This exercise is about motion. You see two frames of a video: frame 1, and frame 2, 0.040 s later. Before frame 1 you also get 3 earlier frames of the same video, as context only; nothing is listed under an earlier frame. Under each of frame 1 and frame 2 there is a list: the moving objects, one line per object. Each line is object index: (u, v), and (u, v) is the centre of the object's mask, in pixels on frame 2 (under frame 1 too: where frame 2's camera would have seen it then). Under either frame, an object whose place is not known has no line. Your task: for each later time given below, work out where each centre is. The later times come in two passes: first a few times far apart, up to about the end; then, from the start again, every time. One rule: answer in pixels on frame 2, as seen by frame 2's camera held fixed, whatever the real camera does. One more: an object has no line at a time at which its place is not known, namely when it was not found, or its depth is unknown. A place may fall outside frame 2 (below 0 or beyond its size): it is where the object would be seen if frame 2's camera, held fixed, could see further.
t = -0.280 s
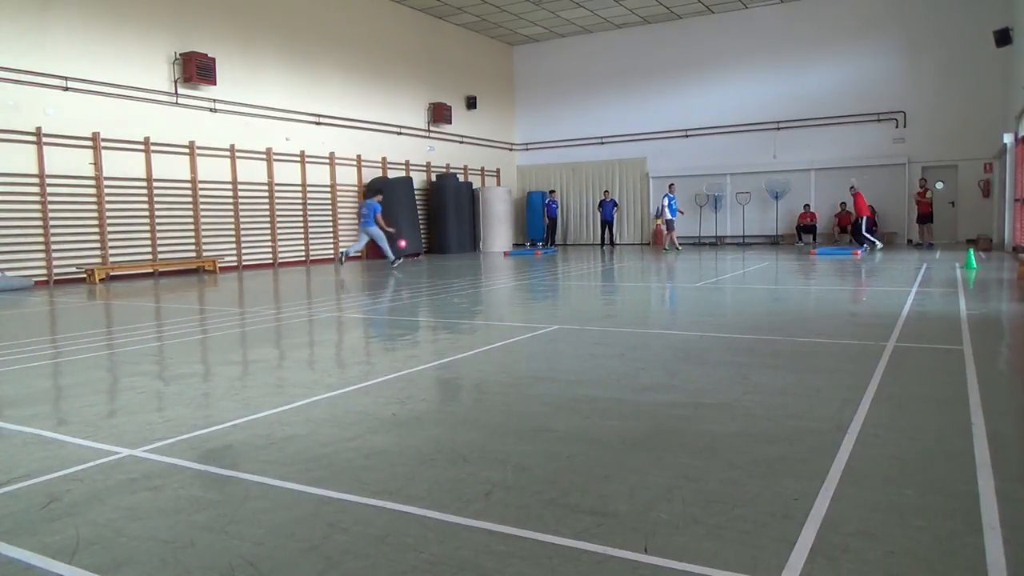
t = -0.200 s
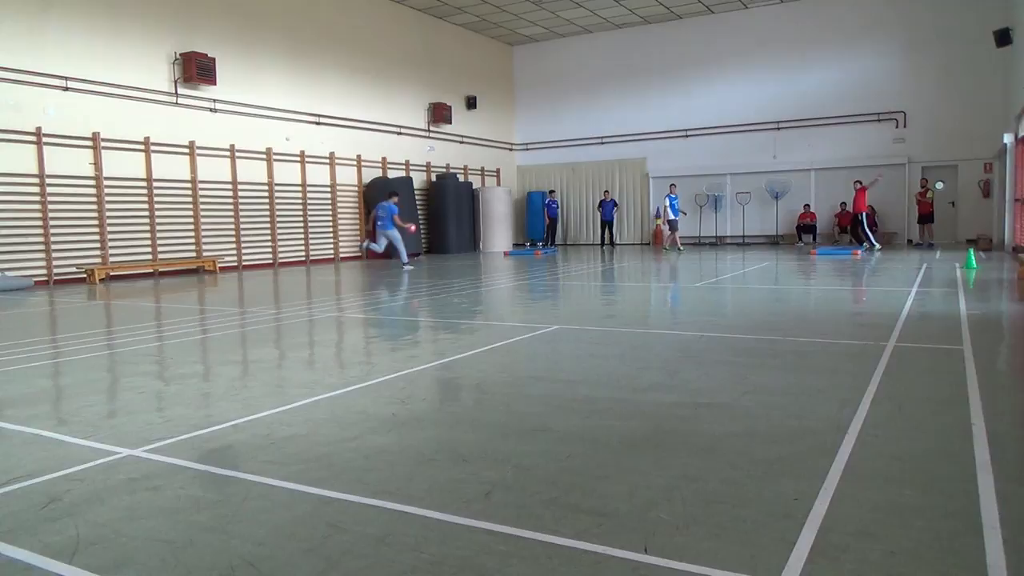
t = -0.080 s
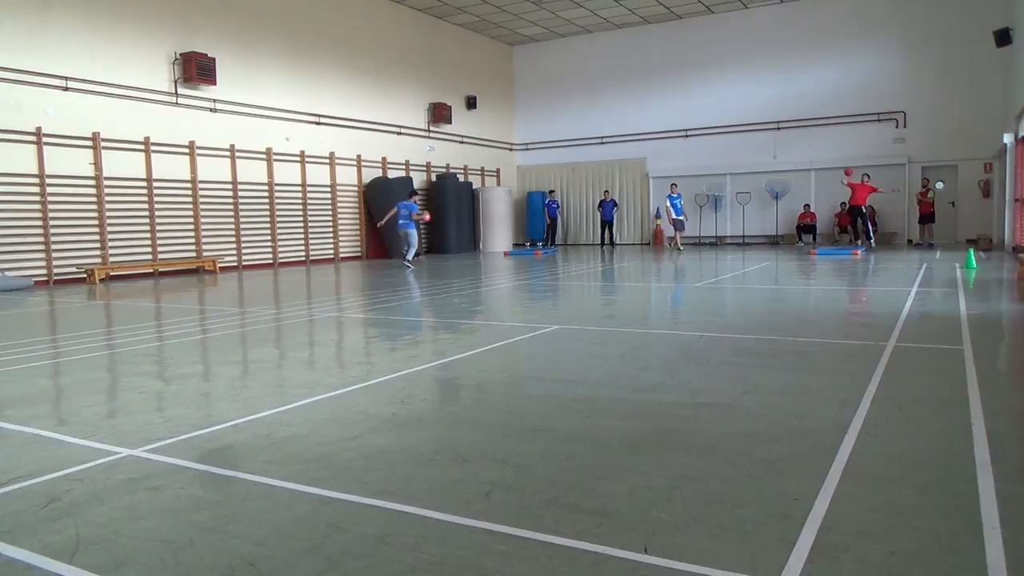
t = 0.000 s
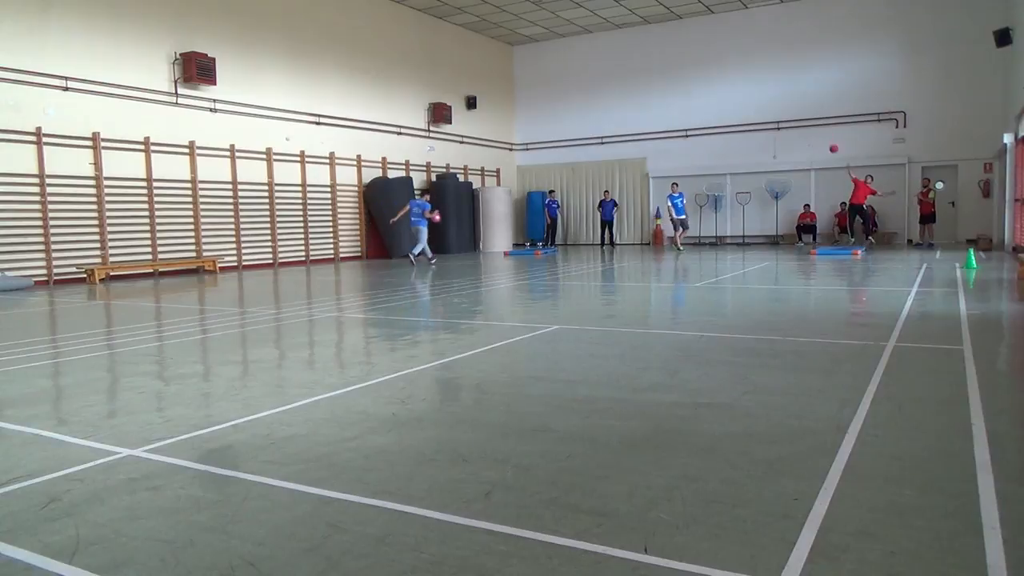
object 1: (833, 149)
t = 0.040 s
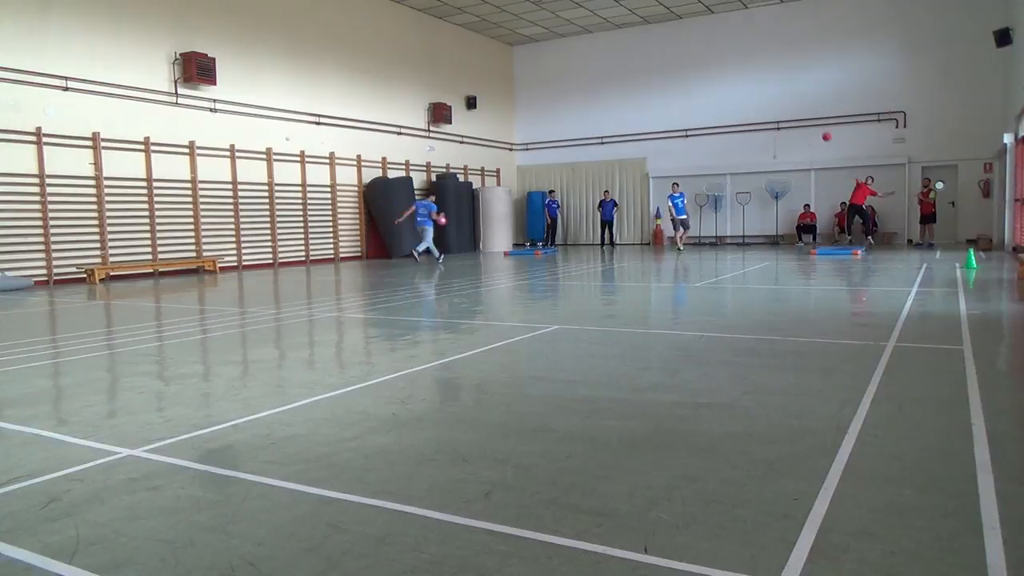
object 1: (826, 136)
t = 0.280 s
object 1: (778, 70)
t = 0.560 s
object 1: (706, 9)
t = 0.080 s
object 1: (820, 124)
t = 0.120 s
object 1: (811, 113)
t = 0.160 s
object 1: (804, 102)
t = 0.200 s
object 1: (796, 91)
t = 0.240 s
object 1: (787, 80)
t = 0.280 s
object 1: (778, 70)
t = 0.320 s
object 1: (770, 60)
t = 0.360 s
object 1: (760, 50)
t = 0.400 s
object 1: (751, 41)
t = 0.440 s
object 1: (739, 32)
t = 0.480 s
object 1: (729, 24)
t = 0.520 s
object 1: (717, 16)
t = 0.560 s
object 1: (706, 9)
